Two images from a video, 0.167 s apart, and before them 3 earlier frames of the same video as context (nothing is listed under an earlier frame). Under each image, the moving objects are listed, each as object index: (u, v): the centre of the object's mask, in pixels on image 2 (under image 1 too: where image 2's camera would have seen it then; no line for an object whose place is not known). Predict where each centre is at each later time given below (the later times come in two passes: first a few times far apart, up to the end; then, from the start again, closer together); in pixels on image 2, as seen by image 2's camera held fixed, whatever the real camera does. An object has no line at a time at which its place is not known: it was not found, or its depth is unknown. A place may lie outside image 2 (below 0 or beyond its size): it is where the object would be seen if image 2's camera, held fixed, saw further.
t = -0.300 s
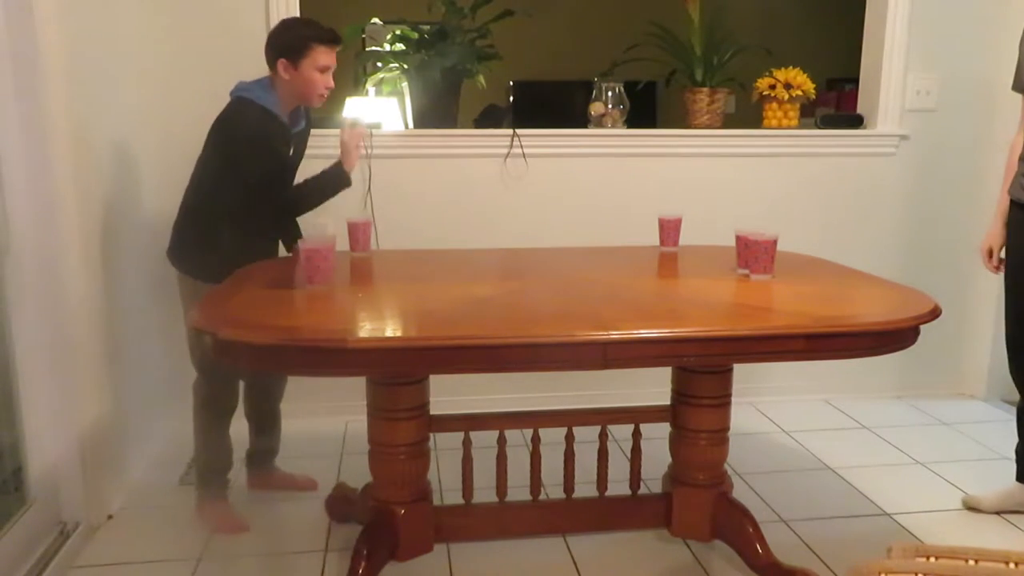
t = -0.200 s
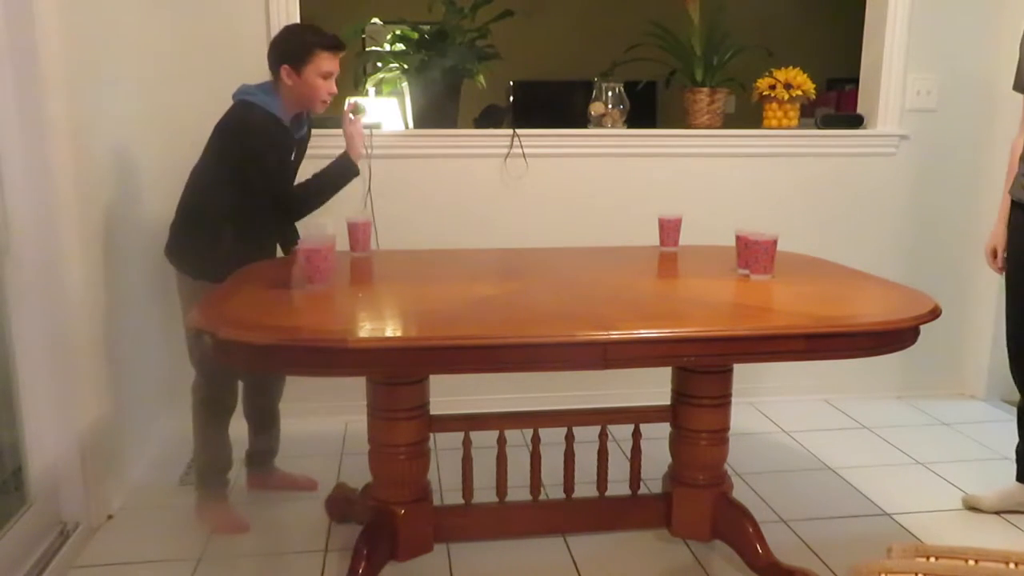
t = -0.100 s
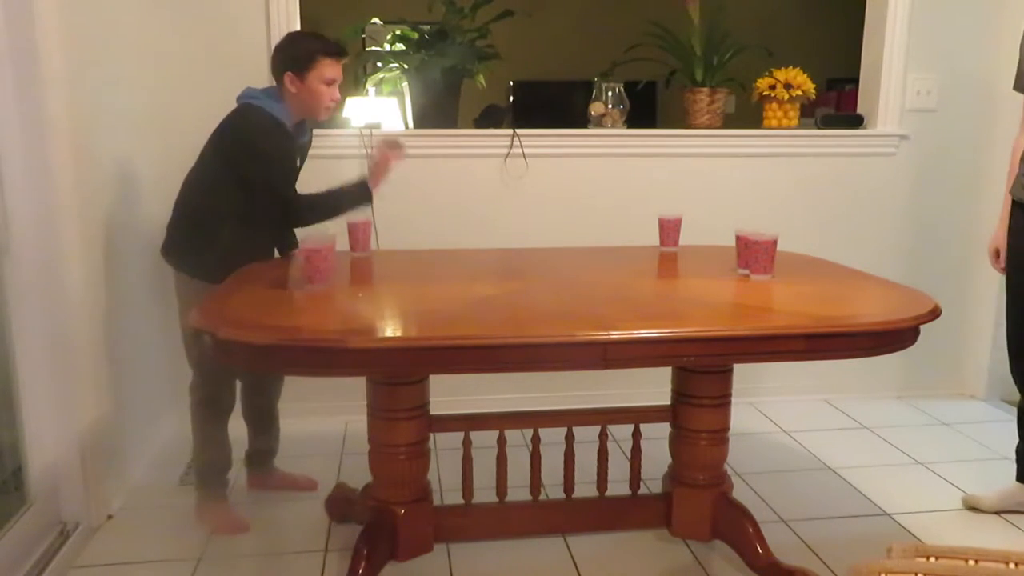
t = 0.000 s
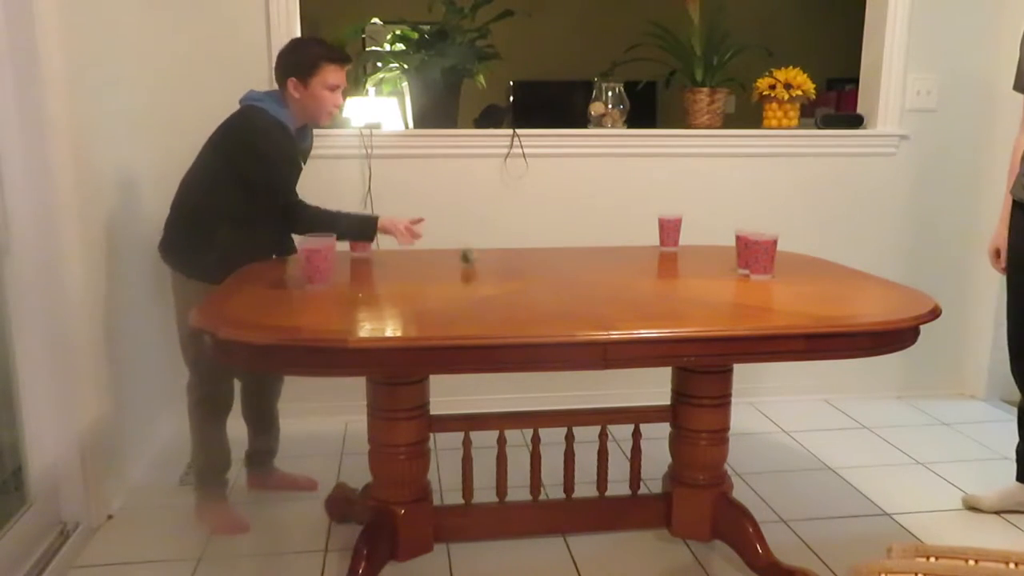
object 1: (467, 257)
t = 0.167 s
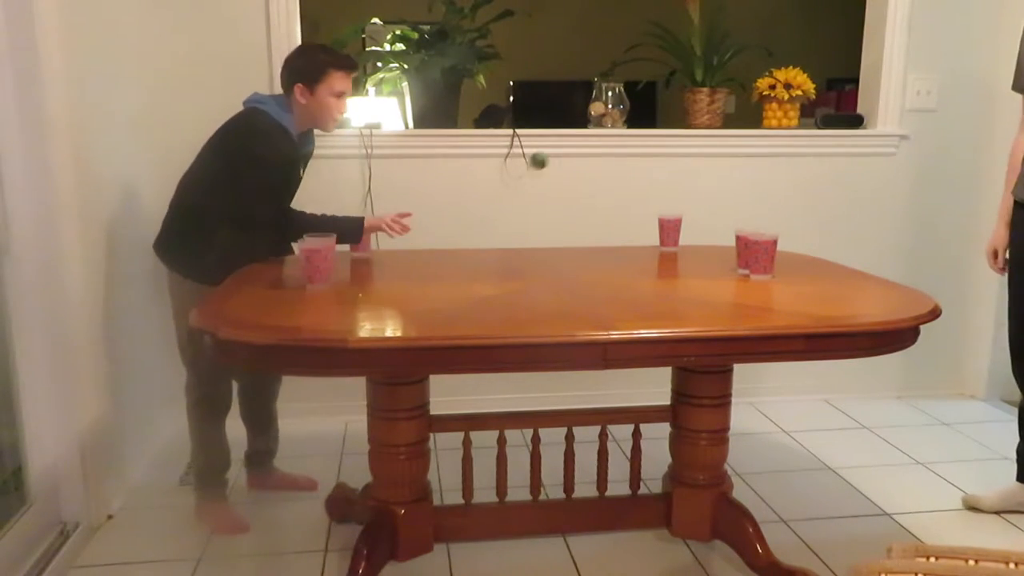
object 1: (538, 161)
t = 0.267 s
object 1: (581, 149)
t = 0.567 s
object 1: (713, 234)
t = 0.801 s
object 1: (814, 247)
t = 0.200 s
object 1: (553, 152)
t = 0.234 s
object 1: (566, 150)
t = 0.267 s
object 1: (581, 149)
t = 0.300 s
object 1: (596, 153)
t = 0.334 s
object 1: (611, 162)
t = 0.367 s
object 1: (625, 177)
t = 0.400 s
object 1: (641, 194)
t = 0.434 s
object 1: (654, 216)
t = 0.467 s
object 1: (668, 242)
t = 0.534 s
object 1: (698, 249)
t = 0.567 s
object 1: (713, 234)
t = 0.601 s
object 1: (729, 224)
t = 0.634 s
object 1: (742, 217)
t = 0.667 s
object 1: (757, 213)
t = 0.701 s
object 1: (772, 214)
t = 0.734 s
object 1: (787, 220)
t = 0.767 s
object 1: (801, 231)
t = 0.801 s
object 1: (814, 247)
